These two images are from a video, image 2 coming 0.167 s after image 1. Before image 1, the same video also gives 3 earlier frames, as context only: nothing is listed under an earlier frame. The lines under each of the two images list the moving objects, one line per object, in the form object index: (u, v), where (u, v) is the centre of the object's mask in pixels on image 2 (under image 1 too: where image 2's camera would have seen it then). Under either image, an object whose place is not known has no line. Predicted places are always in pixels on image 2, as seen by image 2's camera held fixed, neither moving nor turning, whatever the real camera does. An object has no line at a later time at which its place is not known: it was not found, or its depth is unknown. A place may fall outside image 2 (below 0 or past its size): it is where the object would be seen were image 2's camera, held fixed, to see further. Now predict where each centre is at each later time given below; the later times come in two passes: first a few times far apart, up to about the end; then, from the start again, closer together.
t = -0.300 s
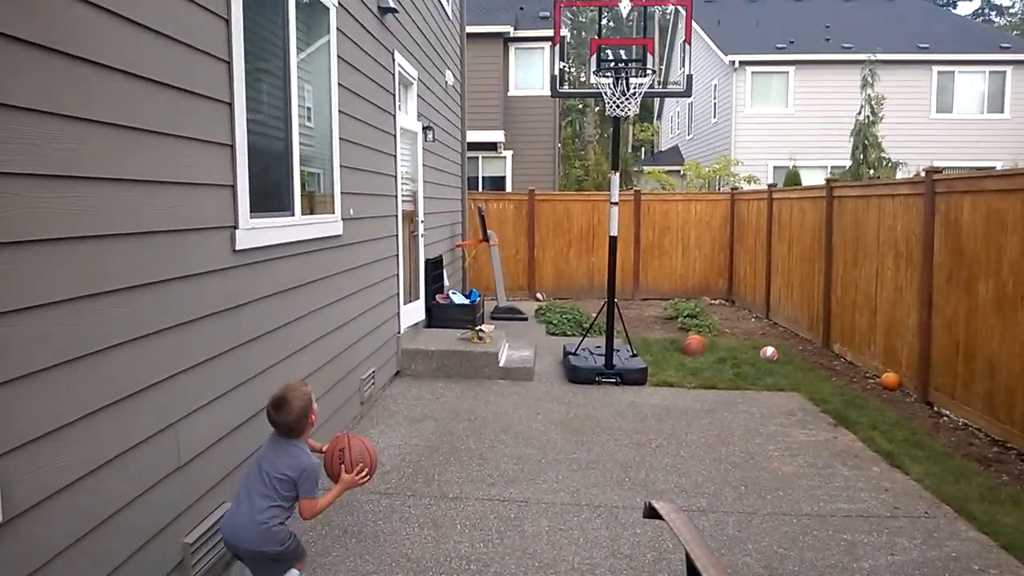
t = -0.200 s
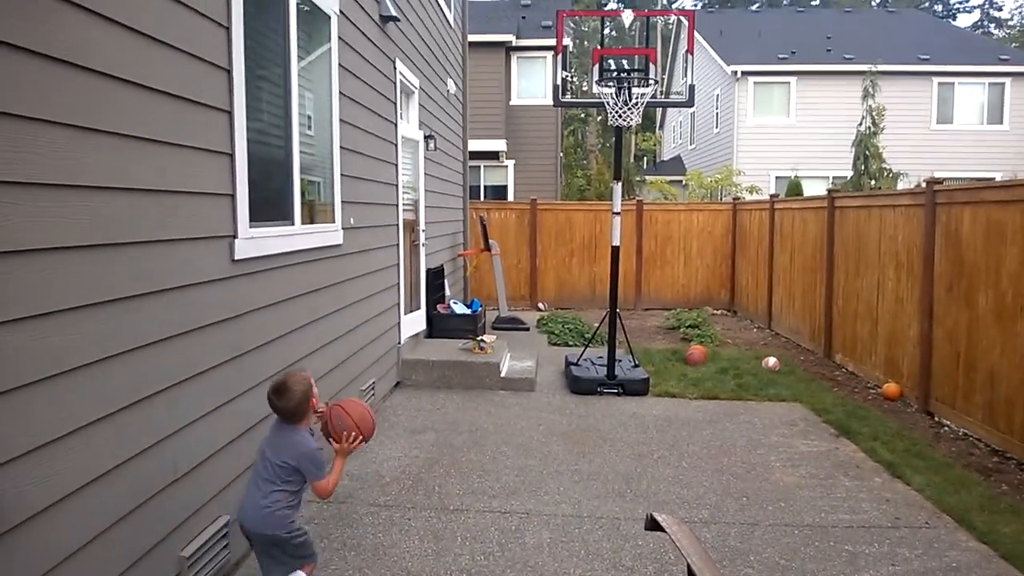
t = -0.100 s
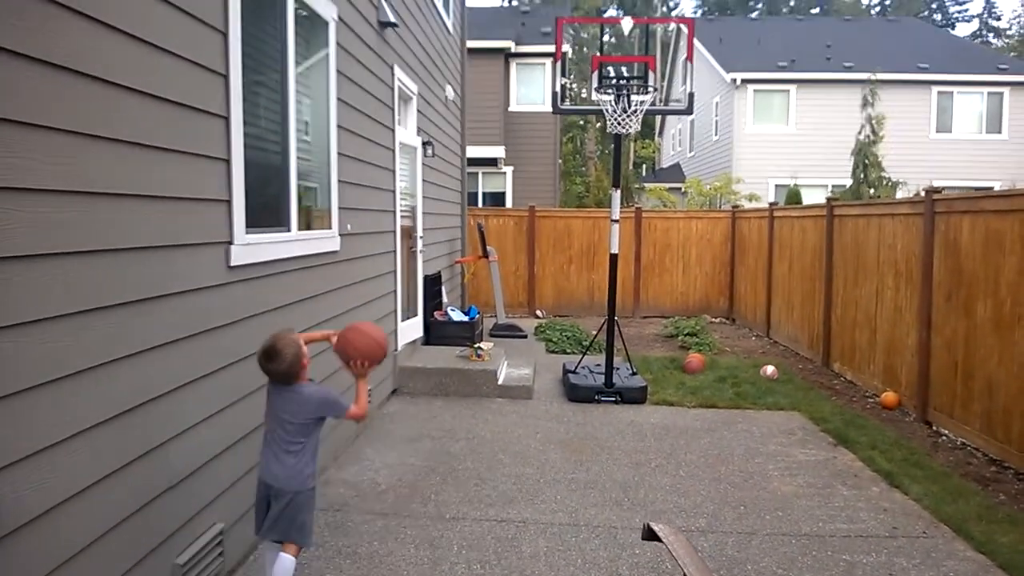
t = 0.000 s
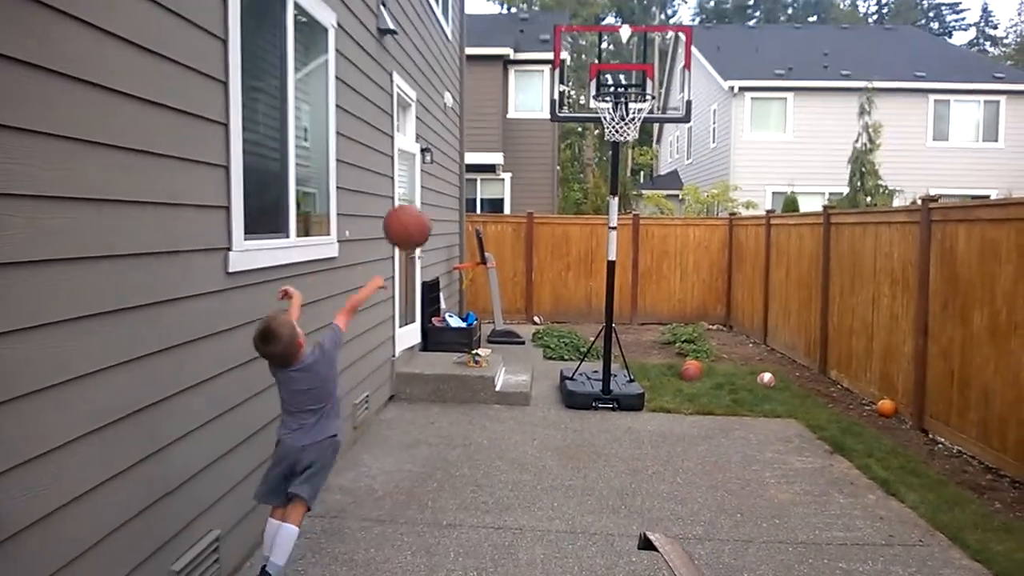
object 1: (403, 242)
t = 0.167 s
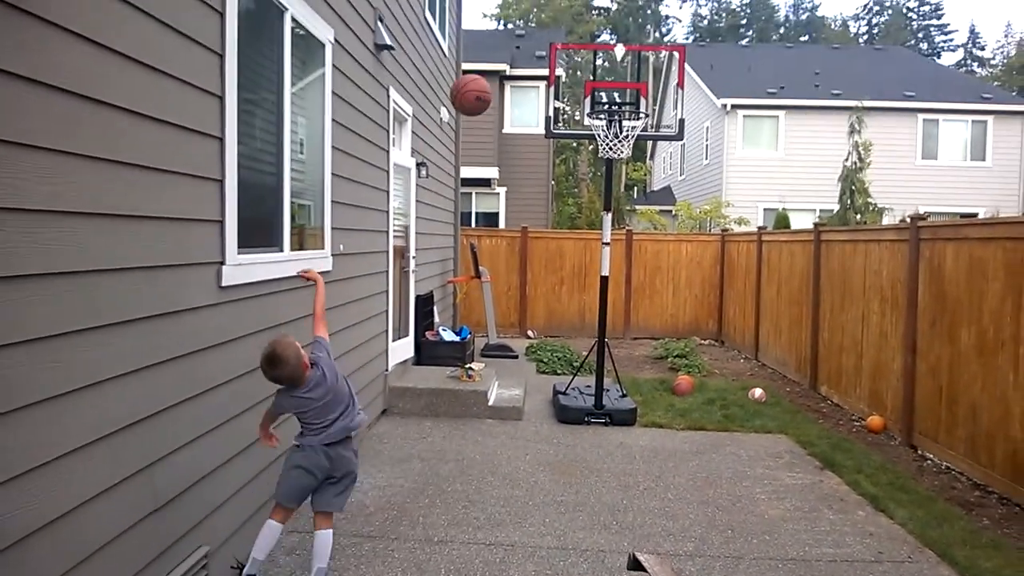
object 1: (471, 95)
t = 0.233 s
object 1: (493, 61)
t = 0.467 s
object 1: (553, 19)
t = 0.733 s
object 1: (603, 74)
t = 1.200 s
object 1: (624, 190)
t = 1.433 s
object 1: (619, 296)
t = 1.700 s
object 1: (614, 385)
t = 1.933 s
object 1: (610, 289)
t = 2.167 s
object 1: (601, 249)
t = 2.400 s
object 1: (590, 275)
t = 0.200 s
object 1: (482, 77)
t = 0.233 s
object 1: (493, 61)
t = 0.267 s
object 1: (504, 49)
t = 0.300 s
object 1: (513, 38)
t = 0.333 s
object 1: (522, 30)
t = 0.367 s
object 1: (531, 24)
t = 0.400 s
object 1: (539, 20)
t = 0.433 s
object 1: (546, 18)
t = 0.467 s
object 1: (553, 19)
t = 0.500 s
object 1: (560, 21)
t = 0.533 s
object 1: (568, 25)
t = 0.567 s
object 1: (575, 29)
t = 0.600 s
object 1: (581, 34)
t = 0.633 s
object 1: (586, 43)
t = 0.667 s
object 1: (592, 52)
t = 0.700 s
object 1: (597, 62)
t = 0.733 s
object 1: (603, 74)
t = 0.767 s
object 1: (608, 87)
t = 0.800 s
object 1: (612, 100)
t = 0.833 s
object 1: (617, 115)
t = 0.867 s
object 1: (620, 129)
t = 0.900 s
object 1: (625, 143)
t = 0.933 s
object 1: (626, 145)
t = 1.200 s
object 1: (624, 190)
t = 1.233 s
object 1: (622, 202)
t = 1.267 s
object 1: (622, 214)
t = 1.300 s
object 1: (622, 228)
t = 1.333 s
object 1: (620, 243)
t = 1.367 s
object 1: (620, 259)
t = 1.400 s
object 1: (620, 277)
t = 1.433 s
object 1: (619, 296)
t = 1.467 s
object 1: (618, 316)
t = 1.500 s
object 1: (617, 336)
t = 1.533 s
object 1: (616, 358)
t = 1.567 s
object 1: (615, 380)
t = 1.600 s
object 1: (616, 404)
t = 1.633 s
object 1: (616, 422)
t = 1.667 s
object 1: (615, 403)
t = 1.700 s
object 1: (614, 385)
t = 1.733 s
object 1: (612, 368)
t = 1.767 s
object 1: (612, 353)
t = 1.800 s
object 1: (613, 338)
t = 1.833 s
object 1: (612, 325)
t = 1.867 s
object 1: (611, 311)
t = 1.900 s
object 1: (610, 300)
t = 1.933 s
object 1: (610, 289)
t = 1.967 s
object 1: (608, 280)
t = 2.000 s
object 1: (607, 271)
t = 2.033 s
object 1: (606, 265)
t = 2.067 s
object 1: (605, 258)
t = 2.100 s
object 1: (604, 254)
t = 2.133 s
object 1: (603, 251)
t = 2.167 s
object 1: (601, 249)
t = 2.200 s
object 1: (600, 248)
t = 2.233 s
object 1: (598, 249)
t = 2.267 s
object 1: (597, 251)
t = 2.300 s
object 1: (595, 255)
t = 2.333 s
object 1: (594, 260)
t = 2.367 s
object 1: (592, 267)
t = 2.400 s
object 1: (590, 275)
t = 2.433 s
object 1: (588, 284)
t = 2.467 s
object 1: (586, 295)
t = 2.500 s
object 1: (584, 308)
